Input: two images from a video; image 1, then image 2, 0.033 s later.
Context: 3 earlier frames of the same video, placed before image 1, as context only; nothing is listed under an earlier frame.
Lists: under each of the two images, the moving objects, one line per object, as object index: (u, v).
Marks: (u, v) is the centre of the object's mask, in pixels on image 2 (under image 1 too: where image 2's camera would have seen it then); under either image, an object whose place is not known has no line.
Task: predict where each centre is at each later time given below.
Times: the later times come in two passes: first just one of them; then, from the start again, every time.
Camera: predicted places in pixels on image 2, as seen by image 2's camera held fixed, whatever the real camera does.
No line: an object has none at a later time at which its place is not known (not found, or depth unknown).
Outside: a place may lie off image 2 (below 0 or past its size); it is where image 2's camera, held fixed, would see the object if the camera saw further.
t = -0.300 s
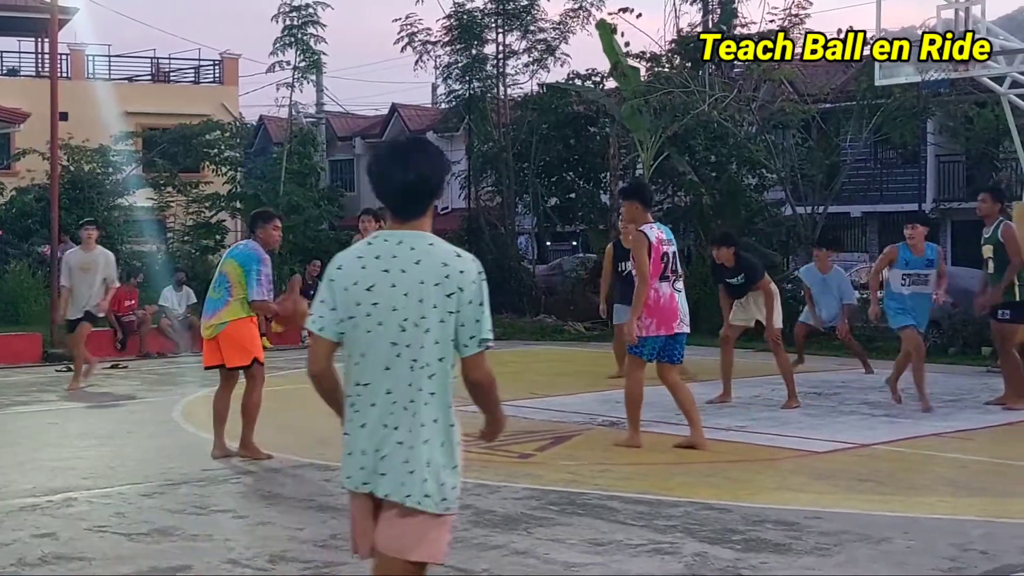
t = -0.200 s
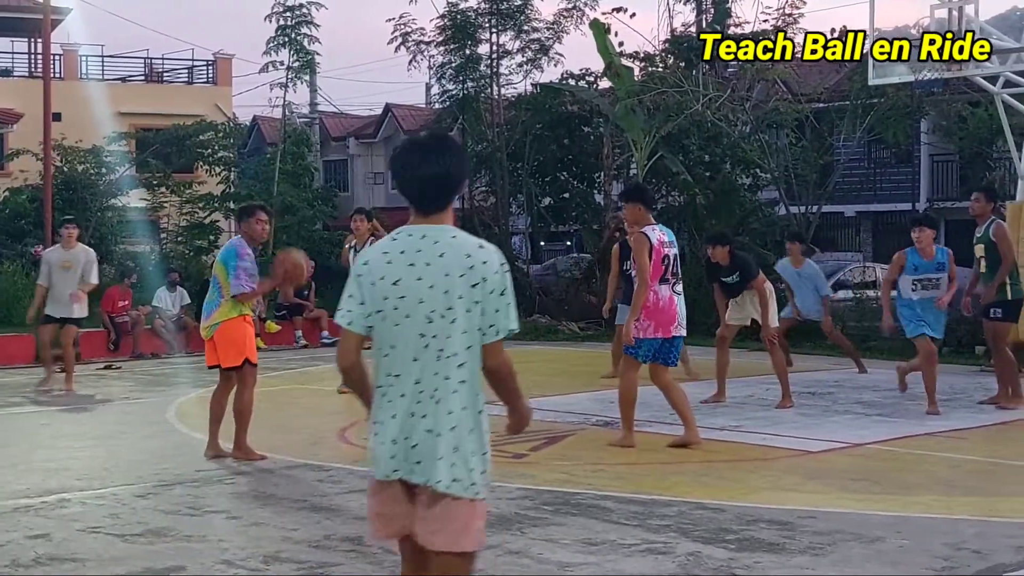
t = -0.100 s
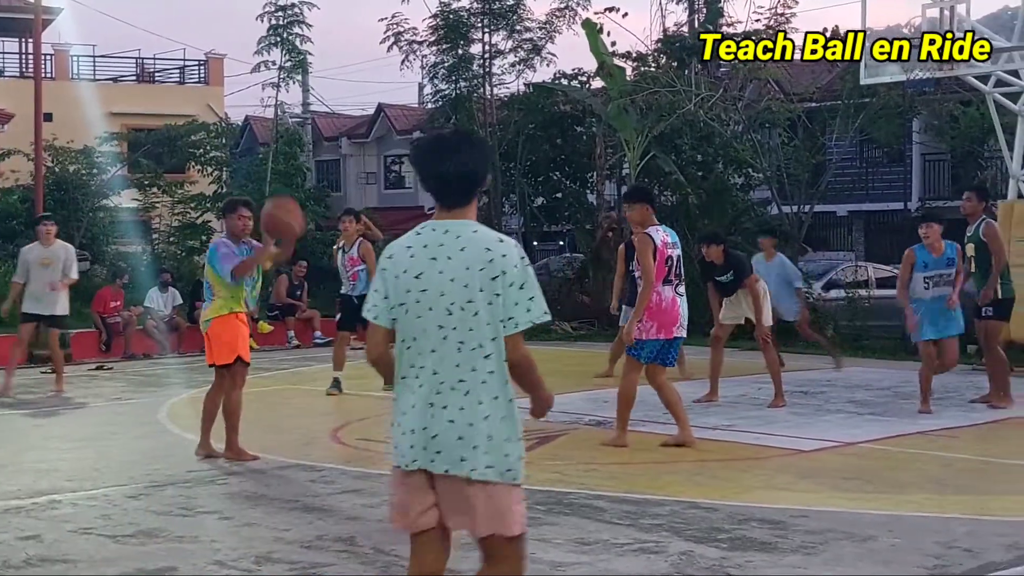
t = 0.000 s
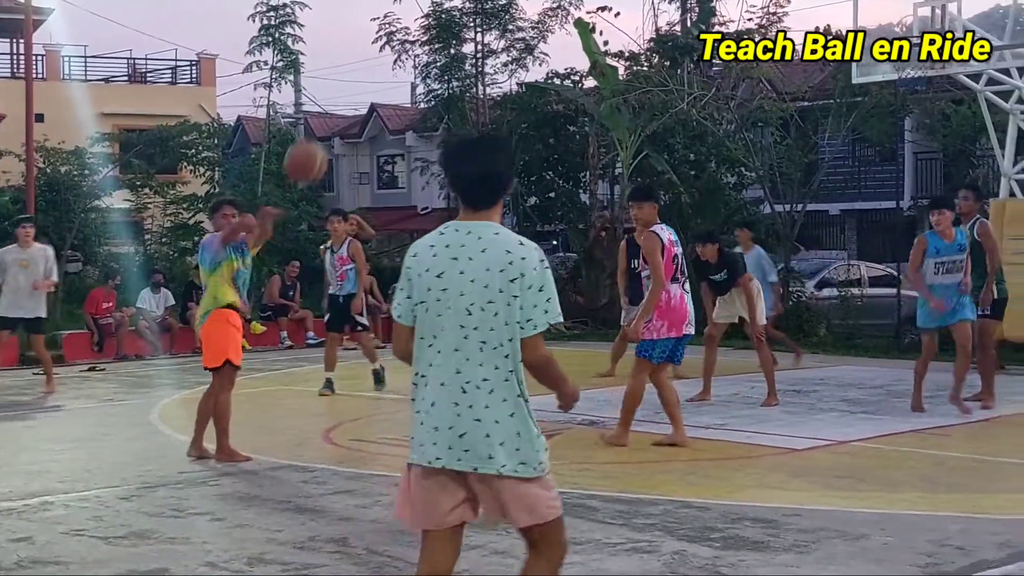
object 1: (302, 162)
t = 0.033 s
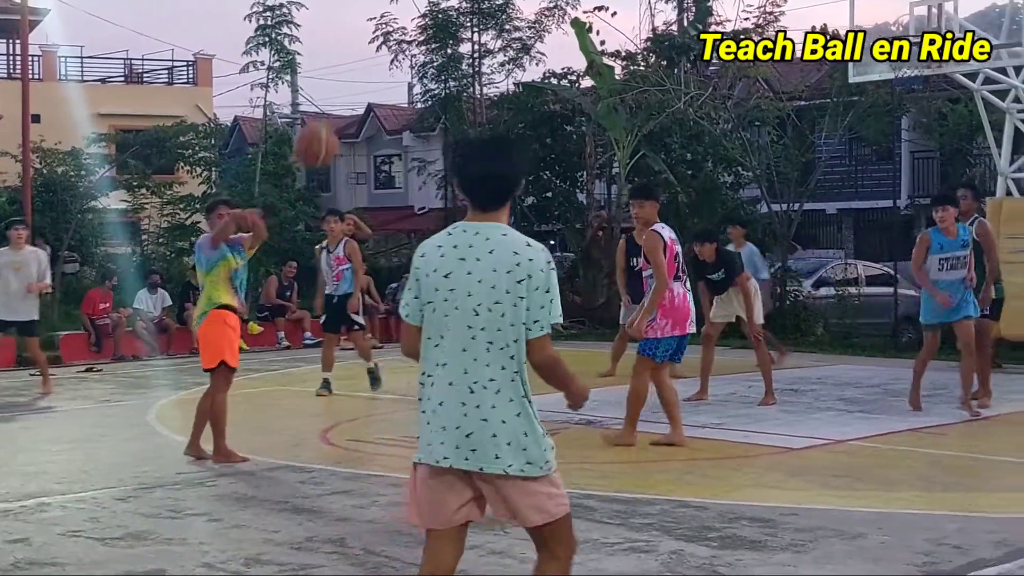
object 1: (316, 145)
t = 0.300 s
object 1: (443, 61)
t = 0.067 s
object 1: (327, 131)
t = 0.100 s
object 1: (342, 116)
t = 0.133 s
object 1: (357, 103)
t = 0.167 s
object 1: (373, 91)
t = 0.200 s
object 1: (389, 81)
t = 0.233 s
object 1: (406, 73)
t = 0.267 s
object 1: (424, 66)
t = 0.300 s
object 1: (443, 61)
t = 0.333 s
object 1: (463, 59)
